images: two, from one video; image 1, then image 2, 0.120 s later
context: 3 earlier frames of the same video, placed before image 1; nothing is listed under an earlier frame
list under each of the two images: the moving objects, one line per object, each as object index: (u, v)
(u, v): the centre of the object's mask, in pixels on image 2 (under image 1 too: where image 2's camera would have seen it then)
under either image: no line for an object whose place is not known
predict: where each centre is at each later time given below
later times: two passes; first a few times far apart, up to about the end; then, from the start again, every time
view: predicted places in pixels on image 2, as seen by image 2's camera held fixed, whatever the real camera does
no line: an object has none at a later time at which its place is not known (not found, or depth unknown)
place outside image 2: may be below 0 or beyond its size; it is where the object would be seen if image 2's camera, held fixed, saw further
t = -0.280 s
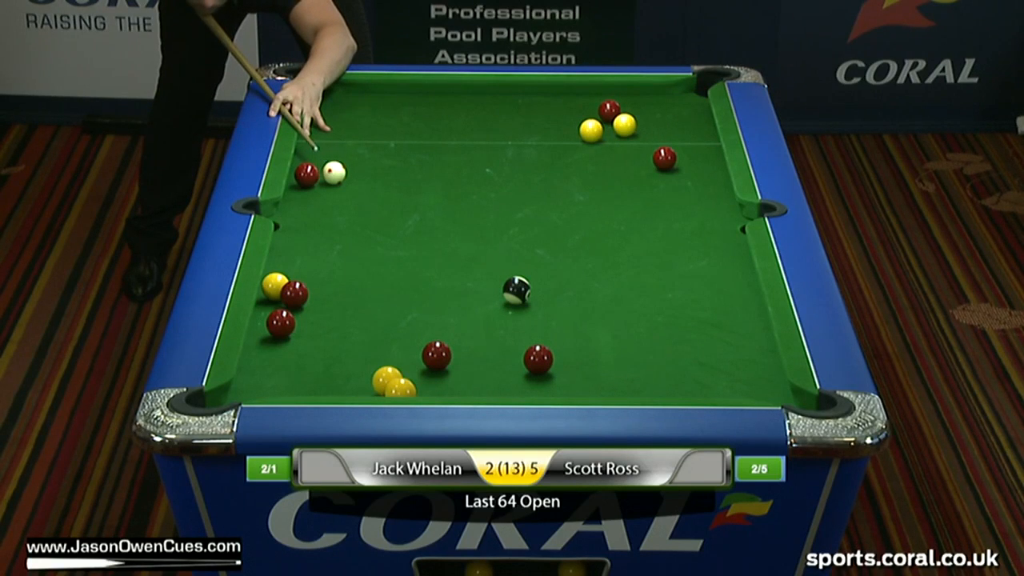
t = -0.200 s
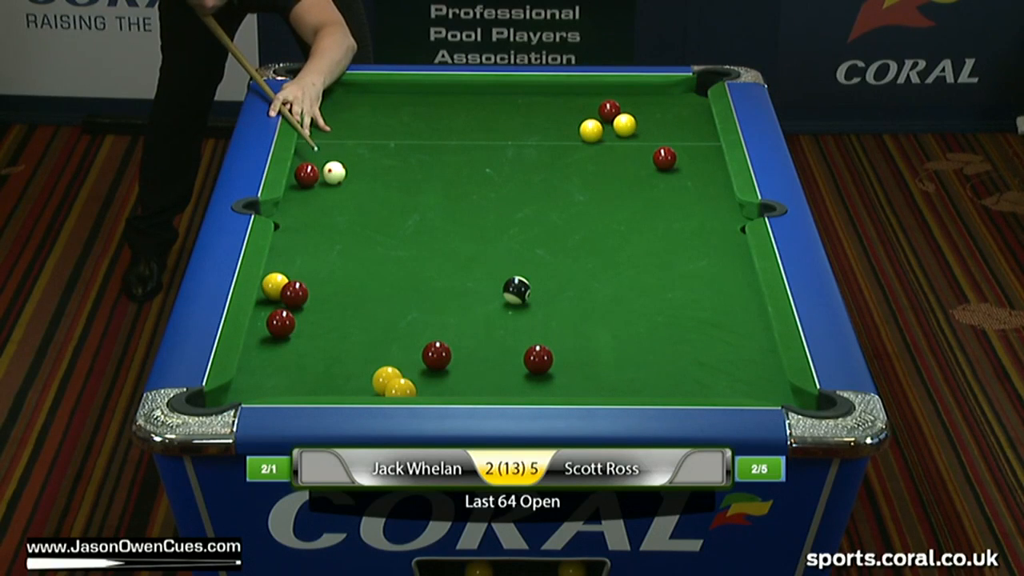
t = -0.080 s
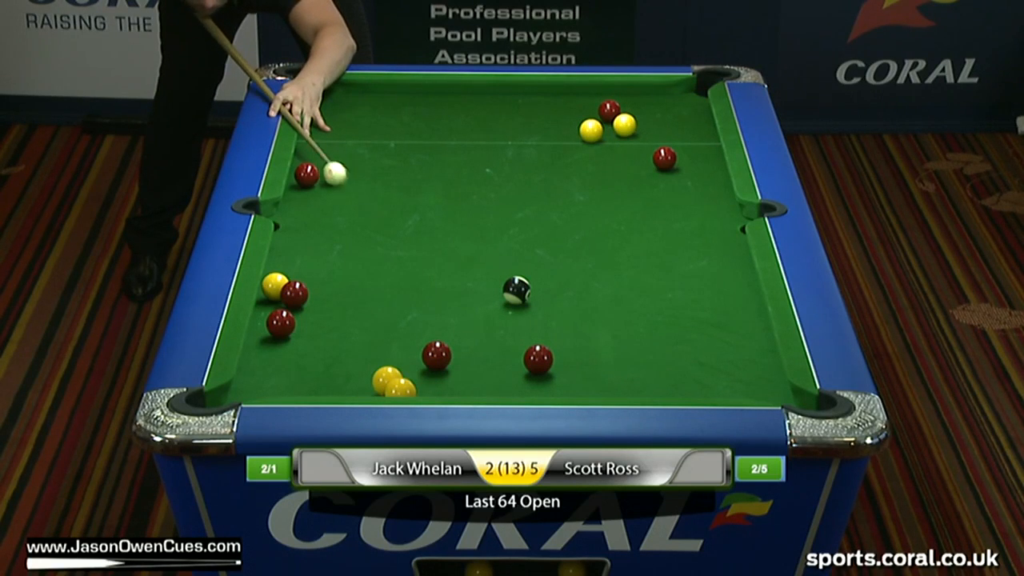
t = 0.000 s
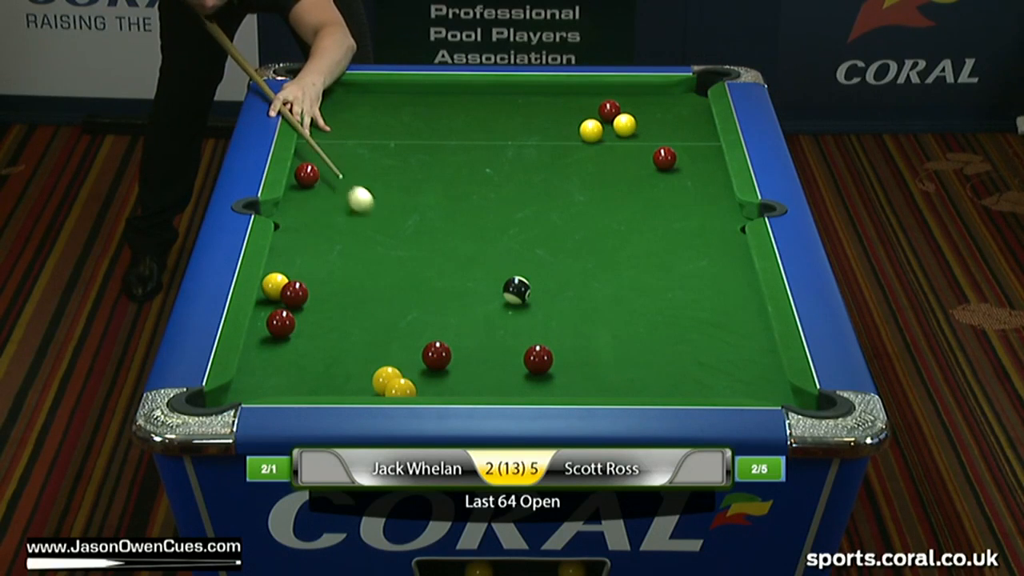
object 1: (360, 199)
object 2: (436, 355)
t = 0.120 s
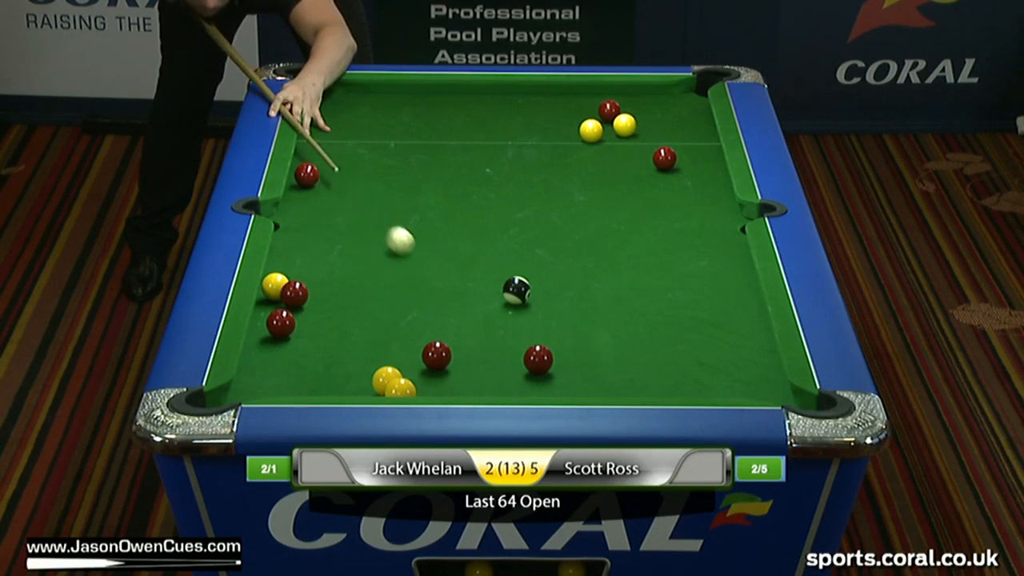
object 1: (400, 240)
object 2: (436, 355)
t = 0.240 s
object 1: (443, 285)
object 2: (436, 355)
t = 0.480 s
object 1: (488, 375)
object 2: (436, 355)
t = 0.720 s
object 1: (456, 365)
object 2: (430, 351)
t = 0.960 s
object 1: (478, 354)
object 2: (393, 328)
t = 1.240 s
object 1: (500, 341)
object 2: (357, 304)
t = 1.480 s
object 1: (516, 332)
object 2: (329, 287)
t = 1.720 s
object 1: (530, 323)
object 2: (304, 270)
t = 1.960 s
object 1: (542, 316)
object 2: (281, 256)
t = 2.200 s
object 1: (553, 310)
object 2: (297, 245)
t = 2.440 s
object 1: (562, 305)
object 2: (312, 235)
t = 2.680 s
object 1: (569, 301)
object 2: (325, 227)
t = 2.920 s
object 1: (574, 298)
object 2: (336, 219)
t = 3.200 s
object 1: (579, 295)
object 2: (348, 212)
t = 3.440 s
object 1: (581, 294)
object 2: (357, 206)
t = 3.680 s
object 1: (582, 294)
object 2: (363, 202)
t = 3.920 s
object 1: (582, 294)
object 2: (370, 198)
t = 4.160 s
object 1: (582, 294)
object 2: (375, 195)
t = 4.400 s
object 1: (582, 294)
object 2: (380, 193)
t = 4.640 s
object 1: (582, 294)
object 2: (384, 193)
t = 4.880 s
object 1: (582, 294)
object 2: (387, 192)
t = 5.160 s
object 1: (582, 294)
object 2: (387, 192)
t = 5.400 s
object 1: (582, 294)
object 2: (387, 192)
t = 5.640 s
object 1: (582, 294)
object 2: (387, 192)
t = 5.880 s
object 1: (582, 294)
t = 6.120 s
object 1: (582, 294)
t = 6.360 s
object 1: (582, 294)
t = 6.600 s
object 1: (582, 294)
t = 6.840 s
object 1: (582, 294)
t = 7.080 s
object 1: (582, 294)
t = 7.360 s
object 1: (582, 294)
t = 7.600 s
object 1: (582, 294)
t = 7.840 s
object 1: (582, 294)
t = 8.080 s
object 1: (582, 294)
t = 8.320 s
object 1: (582, 294)
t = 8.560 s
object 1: (582, 294)
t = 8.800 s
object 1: (582, 294)
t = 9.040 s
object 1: (582, 294)
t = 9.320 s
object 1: (582, 294)
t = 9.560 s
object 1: (582, 294)
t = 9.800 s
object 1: (582, 294)
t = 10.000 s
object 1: (582, 294)
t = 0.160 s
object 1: (414, 255)
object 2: (436, 355)
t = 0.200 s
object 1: (428, 269)
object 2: (436, 355)
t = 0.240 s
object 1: (443, 285)
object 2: (436, 355)
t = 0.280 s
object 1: (458, 300)
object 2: (436, 355)
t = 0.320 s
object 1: (474, 316)
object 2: (436, 355)
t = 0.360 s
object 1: (490, 333)
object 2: (436, 355)
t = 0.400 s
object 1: (506, 350)
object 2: (436, 355)
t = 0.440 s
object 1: (501, 363)
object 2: (436, 355)
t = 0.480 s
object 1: (488, 375)
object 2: (436, 355)
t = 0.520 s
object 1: (477, 385)
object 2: (436, 355)
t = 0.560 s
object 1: (468, 390)
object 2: (436, 355)
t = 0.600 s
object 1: (462, 384)
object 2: (436, 355)
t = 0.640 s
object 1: (457, 376)
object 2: (436, 355)
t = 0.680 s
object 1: (453, 368)
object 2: (434, 354)
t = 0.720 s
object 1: (456, 365)
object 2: (430, 351)
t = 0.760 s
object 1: (461, 364)
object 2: (422, 346)
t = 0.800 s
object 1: (464, 361)
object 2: (416, 342)
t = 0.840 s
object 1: (468, 359)
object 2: (410, 338)
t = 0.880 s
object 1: (471, 357)
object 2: (404, 334)
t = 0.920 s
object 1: (474, 355)
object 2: (399, 331)
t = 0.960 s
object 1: (478, 354)
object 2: (393, 328)
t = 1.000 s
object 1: (481, 351)
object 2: (388, 324)
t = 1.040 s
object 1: (484, 350)
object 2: (383, 321)
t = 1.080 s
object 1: (487, 348)
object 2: (377, 318)
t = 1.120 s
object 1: (490, 346)
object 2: (372, 314)
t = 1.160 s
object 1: (493, 344)
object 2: (367, 311)
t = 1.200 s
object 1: (496, 343)
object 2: (362, 308)
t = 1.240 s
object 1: (500, 341)
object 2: (357, 304)
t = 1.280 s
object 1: (502, 340)
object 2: (352, 302)
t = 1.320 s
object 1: (505, 338)
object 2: (348, 298)
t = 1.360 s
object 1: (508, 336)
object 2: (343, 295)
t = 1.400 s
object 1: (510, 335)
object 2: (338, 292)
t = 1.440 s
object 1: (513, 333)
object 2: (334, 289)
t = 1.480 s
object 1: (516, 332)
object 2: (329, 287)
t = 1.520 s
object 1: (518, 330)
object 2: (325, 284)
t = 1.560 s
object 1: (521, 329)
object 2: (321, 281)
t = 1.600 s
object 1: (523, 328)
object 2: (316, 278)
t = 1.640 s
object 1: (525, 326)
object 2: (312, 275)
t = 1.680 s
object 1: (528, 325)
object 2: (308, 272)
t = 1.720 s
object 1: (530, 323)
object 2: (304, 270)
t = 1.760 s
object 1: (532, 322)
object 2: (300, 267)
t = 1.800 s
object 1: (534, 320)
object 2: (296, 265)
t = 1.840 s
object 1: (536, 319)
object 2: (292, 263)
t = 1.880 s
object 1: (538, 318)
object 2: (288, 260)
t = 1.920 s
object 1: (540, 317)
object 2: (284, 257)
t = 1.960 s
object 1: (542, 316)
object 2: (281, 256)
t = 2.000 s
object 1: (544, 315)
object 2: (284, 253)
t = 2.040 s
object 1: (546, 314)
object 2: (287, 252)
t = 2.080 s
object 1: (548, 313)
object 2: (289, 250)
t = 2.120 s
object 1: (550, 312)
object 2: (292, 248)
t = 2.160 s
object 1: (551, 311)
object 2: (295, 247)
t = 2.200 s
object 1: (553, 310)
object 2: (297, 245)
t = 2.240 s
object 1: (555, 309)
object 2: (300, 243)
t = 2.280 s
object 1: (556, 308)
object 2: (302, 242)
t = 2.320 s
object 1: (558, 307)
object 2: (305, 240)
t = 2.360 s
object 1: (559, 306)
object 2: (307, 238)
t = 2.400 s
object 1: (561, 305)
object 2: (310, 237)
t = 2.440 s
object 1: (562, 305)
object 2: (312, 235)
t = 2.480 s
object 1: (563, 304)
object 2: (314, 234)
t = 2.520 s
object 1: (564, 303)
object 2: (316, 232)
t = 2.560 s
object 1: (565, 303)
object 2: (319, 231)
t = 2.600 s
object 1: (567, 302)
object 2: (321, 229)
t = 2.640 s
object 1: (568, 301)
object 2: (323, 228)
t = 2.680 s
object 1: (569, 301)
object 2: (325, 227)
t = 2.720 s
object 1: (570, 300)
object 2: (327, 226)
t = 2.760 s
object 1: (571, 299)
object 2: (329, 224)
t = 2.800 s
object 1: (571, 299)
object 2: (331, 223)
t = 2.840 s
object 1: (572, 299)
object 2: (333, 221)
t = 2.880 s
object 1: (573, 298)
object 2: (335, 220)
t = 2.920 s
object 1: (574, 298)
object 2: (336, 219)
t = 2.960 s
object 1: (575, 297)
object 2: (338, 218)
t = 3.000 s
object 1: (576, 297)
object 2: (340, 217)
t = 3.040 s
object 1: (576, 297)
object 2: (342, 216)
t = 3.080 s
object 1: (577, 296)
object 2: (343, 215)
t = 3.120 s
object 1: (578, 296)
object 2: (345, 213)
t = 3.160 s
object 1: (578, 296)
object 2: (347, 213)
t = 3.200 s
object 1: (579, 295)
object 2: (348, 212)
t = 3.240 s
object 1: (579, 295)
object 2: (350, 210)
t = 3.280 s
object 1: (580, 295)
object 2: (351, 209)
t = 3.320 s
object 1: (580, 295)
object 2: (353, 209)
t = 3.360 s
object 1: (580, 295)
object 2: (354, 208)
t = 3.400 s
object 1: (581, 294)
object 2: (355, 207)
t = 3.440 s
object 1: (581, 294)
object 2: (357, 206)
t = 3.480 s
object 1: (581, 294)
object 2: (358, 205)
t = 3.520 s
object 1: (582, 294)
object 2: (359, 205)
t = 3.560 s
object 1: (582, 294)
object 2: (360, 204)
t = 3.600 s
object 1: (582, 294)
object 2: (361, 203)
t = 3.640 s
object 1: (582, 294)
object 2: (362, 202)
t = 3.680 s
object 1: (582, 294)
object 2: (363, 202)
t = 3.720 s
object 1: (582, 294)
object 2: (365, 201)
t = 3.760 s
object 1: (582, 294)
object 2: (366, 200)
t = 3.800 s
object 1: (582, 294)
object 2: (367, 200)
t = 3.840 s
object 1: (582, 294)
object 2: (368, 199)
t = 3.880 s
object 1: (582, 294)
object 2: (369, 199)
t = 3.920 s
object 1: (582, 294)
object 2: (370, 198)
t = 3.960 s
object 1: (582, 294)
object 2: (371, 197)
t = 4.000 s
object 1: (582, 294)
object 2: (372, 197)
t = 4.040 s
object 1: (582, 294)
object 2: (373, 196)
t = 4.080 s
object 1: (582, 294)
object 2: (373, 196)
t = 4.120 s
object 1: (582, 294)
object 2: (374, 195)
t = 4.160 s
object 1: (582, 294)
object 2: (375, 195)
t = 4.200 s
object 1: (582, 294)
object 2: (376, 195)
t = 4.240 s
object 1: (582, 294)
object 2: (377, 194)
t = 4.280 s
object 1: (582, 294)
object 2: (378, 194)
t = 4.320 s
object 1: (582, 294)
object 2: (379, 194)
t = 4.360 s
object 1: (582, 294)
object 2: (379, 194)
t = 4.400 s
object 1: (582, 294)
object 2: (380, 193)
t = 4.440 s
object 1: (582, 294)
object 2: (381, 193)
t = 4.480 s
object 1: (582, 294)
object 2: (382, 193)
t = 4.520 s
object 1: (582, 294)
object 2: (382, 193)
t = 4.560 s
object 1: (582, 294)
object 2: (383, 193)
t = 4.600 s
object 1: (582, 294)
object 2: (384, 193)
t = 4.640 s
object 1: (582, 294)
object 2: (384, 193)
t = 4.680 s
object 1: (582, 294)
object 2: (385, 192)
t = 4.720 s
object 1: (582, 294)
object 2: (385, 192)
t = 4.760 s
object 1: (582, 294)
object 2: (386, 192)
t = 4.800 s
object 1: (582, 294)
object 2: (386, 192)
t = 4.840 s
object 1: (582, 294)
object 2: (387, 192)
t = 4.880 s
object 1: (582, 294)
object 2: (387, 192)
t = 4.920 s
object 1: (582, 294)
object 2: (387, 192)
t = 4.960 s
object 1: (582, 294)
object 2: (387, 192)
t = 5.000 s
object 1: (582, 294)
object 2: (387, 192)
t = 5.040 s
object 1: (582, 294)
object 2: (387, 192)
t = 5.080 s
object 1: (582, 294)
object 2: (387, 193)
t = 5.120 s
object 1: (582, 294)
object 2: (387, 192)
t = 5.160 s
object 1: (582, 294)
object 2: (387, 192)
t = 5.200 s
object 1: (582, 294)
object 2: (387, 192)
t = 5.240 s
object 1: (582, 294)
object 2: (387, 192)
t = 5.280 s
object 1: (582, 294)
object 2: (387, 192)
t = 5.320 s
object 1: (582, 294)
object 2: (387, 193)
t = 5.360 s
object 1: (582, 294)
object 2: (387, 193)
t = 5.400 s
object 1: (582, 294)
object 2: (387, 192)
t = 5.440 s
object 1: (582, 294)
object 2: (387, 192)
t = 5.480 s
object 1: (582, 294)
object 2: (387, 192)
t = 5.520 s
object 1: (582, 294)
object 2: (387, 192)
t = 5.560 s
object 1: (582, 294)
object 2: (387, 192)
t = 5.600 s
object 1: (582, 294)
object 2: (387, 193)
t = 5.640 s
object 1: (582, 294)
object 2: (387, 192)
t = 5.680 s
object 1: (582, 294)
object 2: (387, 192)
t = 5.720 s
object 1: (582, 294)
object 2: (387, 192)
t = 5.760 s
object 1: (582, 294)
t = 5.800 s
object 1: (582, 294)
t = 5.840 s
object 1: (582, 294)
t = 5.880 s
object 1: (582, 294)
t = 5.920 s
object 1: (582, 294)
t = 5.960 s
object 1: (582, 294)
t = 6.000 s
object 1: (582, 294)
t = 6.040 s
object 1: (582, 294)
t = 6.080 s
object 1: (582, 294)
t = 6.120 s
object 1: (582, 294)
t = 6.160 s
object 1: (582, 294)
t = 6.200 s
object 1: (582, 294)
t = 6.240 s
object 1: (582, 294)
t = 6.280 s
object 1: (582, 294)
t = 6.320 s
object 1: (582, 294)
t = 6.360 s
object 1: (582, 294)
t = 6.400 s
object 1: (582, 294)
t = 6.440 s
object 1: (582, 294)
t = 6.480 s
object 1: (582, 294)
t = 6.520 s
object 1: (582, 294)
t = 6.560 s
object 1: (582, 294)
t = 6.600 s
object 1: (582, 294)
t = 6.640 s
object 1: (582, 294)
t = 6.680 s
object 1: (582, 294)
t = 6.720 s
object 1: (582, 294)
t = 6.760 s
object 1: (582, 294)
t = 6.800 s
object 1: (582, 294)
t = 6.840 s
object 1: (582, 294)
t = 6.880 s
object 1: (582, 294)
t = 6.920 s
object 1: (582, 294)
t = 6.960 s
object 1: (582, 294)
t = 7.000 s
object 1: (582, 294)
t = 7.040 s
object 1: (582, 294)
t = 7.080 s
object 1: (582, 294)
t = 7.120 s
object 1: (582, 294)
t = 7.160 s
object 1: (582, 294)
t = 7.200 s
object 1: (582, 294)
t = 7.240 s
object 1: (582, 294)
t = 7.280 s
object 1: (582, 294)
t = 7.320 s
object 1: (582, 294)
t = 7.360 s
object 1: (582, 294)
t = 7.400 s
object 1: (582, 294)
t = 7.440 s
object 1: (582, 294)
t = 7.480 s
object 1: (582, 294)
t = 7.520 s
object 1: (582, 294)
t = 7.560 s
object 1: (582, 294)
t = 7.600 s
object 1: (582, 294)
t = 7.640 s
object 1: (582, 294)
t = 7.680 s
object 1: (582, 294)
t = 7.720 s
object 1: (582, 294)
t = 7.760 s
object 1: (582, 294)
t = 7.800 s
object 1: (582, 294)
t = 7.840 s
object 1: (582, 294)
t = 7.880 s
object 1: (582, 294)
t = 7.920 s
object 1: (582, 294)
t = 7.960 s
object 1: (582, 294)
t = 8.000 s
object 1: (582, 294)
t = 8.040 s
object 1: (582, 294)
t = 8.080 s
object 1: (582, 294)
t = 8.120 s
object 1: (582, 294)
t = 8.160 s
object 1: (582, 294)
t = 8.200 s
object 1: (582, 294)
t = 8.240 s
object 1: (582, 294)
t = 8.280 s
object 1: (582, 294)
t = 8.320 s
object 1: (582, 294)
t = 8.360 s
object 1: (582, 294)
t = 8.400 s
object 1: (582, 294)
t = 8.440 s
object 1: (582, 294)
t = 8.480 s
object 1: (582, 294)
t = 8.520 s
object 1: (582, 294)
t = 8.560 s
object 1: (582, 294)
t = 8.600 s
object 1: (582, 294)
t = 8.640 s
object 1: (582, 294)
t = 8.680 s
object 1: (582, 294)
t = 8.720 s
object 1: (582, 294)
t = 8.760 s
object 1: (582, 294)
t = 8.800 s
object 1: (582, 294)
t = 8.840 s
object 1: (582, 294)
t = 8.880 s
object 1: (582, 294)
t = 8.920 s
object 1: (582, 294)
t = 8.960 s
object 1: (582, 294)
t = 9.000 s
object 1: (582, 294)
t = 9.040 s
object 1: (582, 294)
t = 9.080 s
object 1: (582, 294)
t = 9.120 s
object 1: (582, 294)
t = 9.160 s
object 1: (582, 294)
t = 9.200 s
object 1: (582, 294)
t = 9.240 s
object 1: (582, 294)
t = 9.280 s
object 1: (582, 294)
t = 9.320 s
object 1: (582, 294)
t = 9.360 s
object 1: (582, 294)
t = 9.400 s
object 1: (582, 294)
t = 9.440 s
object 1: (582, 294)
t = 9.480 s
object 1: (582, 294)
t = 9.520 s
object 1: (582, 294)
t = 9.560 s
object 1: (582, 294)
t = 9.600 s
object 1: (582, 294)
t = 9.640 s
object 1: (582, 294)
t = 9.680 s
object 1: (582, 294)
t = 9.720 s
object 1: (582, 294)
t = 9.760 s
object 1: (582, 294)
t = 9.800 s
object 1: (582, 294)
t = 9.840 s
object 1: (582, 294)
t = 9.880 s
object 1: (582, 294)
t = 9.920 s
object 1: (582, 294)
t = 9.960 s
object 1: (582, 294)
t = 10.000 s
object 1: (582, 294)
